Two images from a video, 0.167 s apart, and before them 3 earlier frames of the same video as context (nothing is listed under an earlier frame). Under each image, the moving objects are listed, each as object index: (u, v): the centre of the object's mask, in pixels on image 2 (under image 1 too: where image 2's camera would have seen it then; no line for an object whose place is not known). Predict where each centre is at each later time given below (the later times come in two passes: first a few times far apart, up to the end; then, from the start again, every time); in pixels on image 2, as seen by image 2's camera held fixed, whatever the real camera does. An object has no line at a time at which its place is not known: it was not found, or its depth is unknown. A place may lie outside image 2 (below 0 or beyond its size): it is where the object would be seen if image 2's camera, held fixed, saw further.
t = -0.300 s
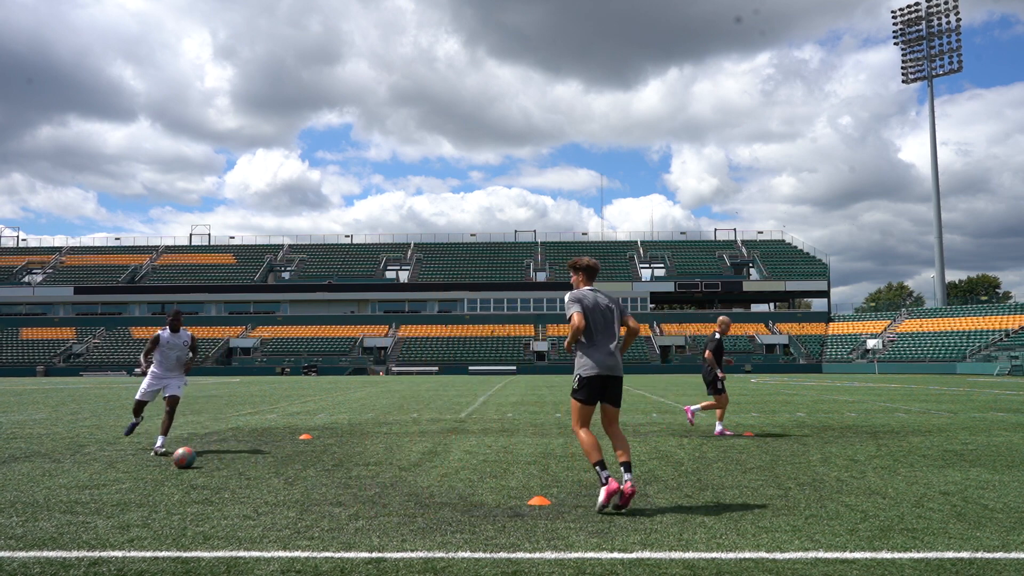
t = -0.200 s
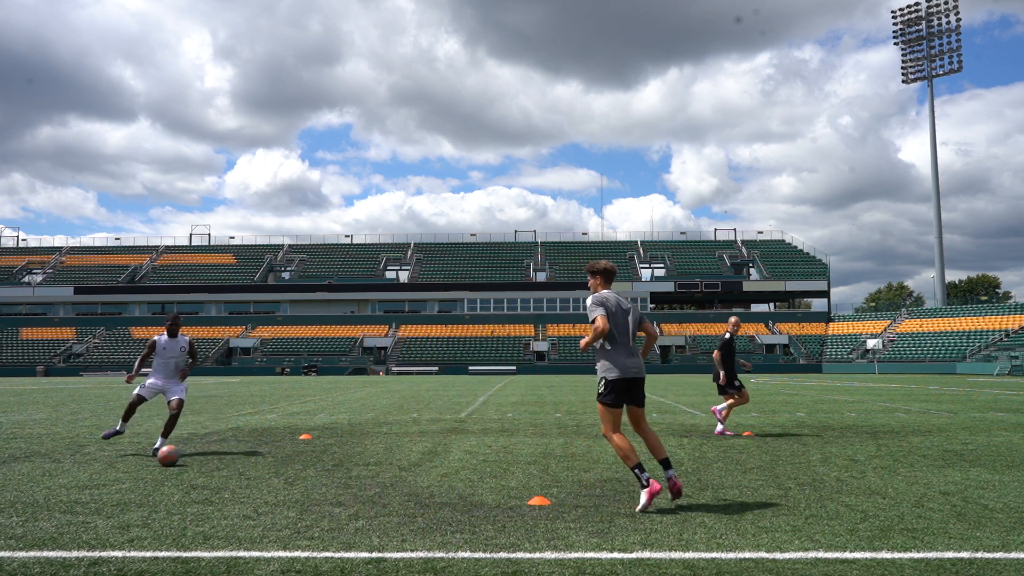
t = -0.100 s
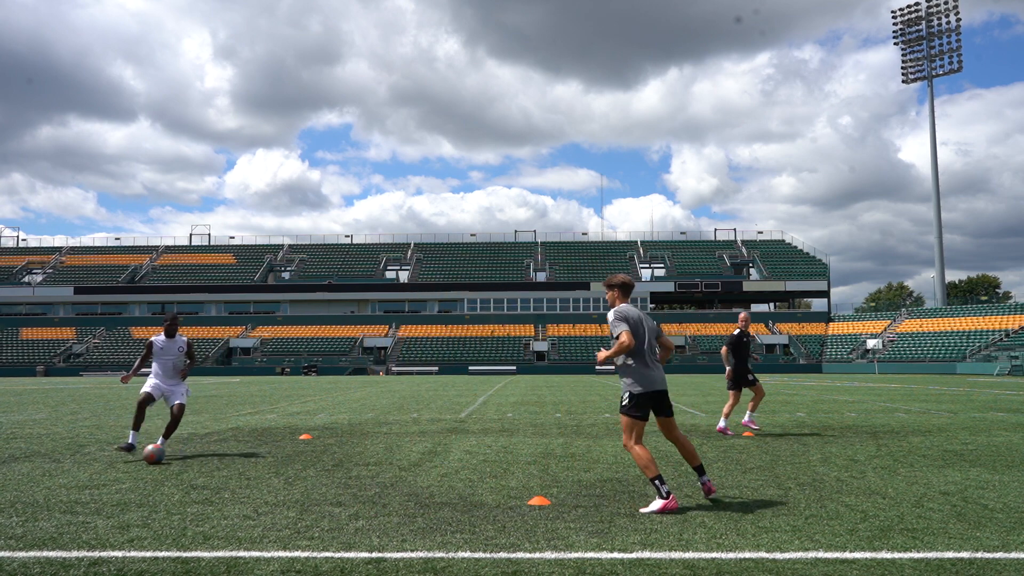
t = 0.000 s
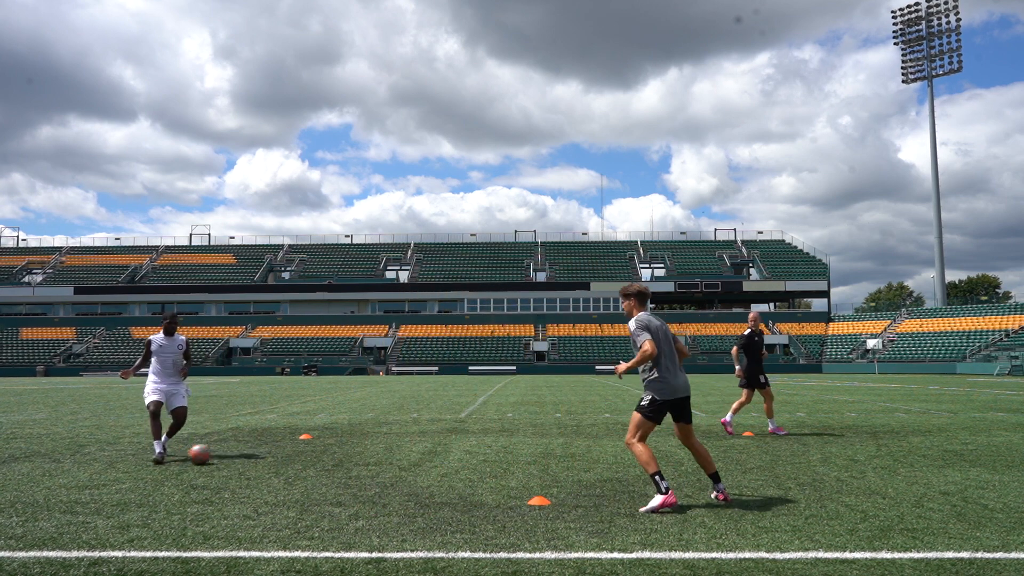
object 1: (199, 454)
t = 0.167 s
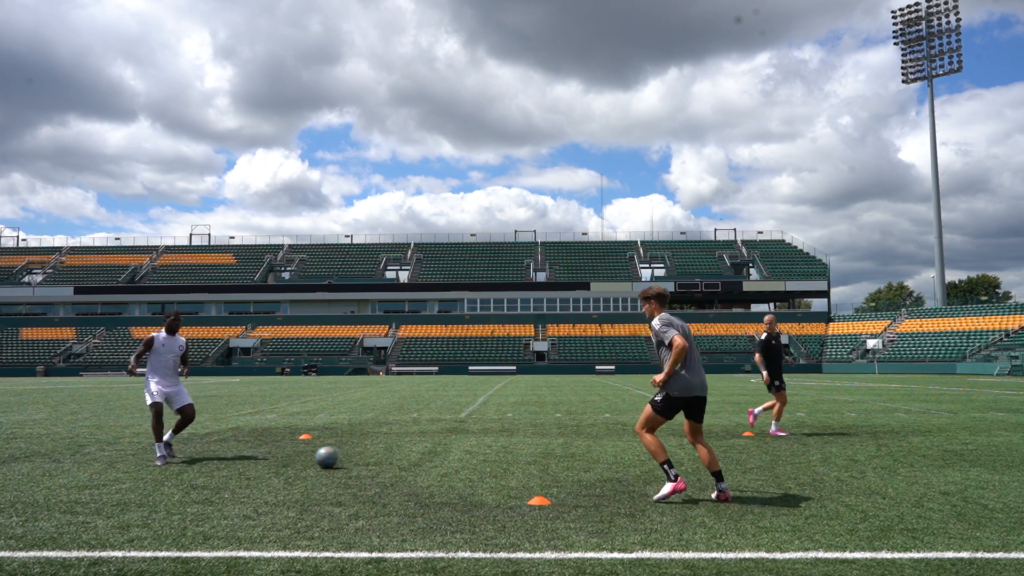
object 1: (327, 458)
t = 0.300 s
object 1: (421, 460)
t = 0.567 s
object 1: (590, 464)
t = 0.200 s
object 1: (351, 459)
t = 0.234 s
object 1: (374, 459)
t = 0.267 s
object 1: (398, 459)
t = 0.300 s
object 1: (421, 460)
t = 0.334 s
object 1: (444, 461)
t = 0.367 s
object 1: (466, 461)
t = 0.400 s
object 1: (488, 462)
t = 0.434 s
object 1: (510, 463)
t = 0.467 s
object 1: (531, 463)
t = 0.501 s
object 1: (551, 464)
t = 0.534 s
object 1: (571, 464)
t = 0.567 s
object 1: (590, 464)
